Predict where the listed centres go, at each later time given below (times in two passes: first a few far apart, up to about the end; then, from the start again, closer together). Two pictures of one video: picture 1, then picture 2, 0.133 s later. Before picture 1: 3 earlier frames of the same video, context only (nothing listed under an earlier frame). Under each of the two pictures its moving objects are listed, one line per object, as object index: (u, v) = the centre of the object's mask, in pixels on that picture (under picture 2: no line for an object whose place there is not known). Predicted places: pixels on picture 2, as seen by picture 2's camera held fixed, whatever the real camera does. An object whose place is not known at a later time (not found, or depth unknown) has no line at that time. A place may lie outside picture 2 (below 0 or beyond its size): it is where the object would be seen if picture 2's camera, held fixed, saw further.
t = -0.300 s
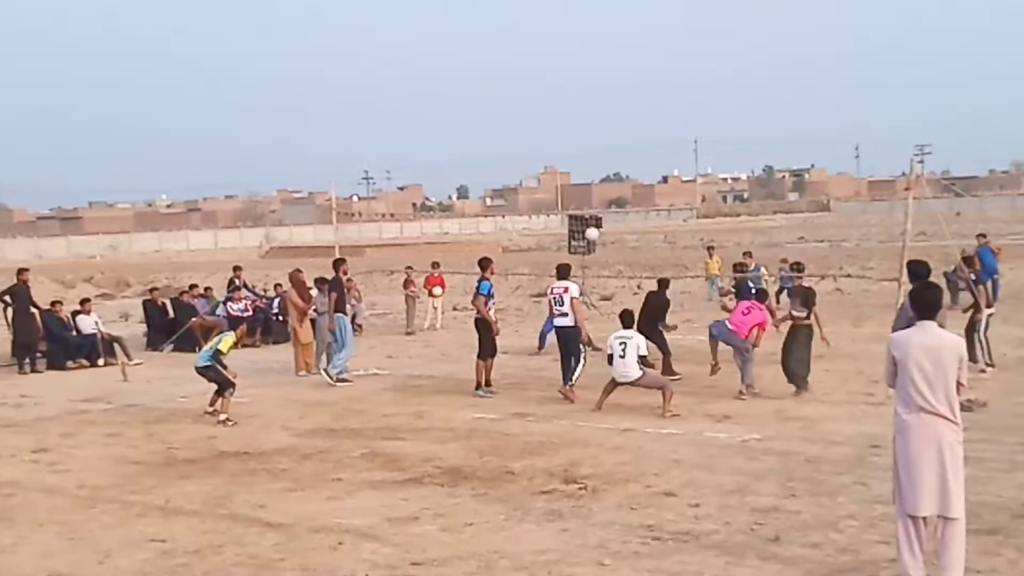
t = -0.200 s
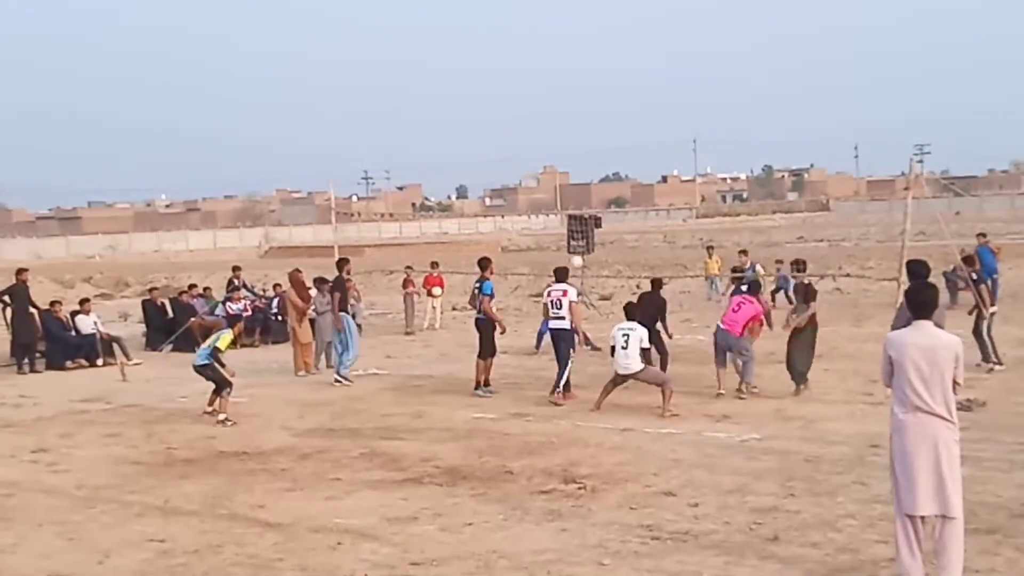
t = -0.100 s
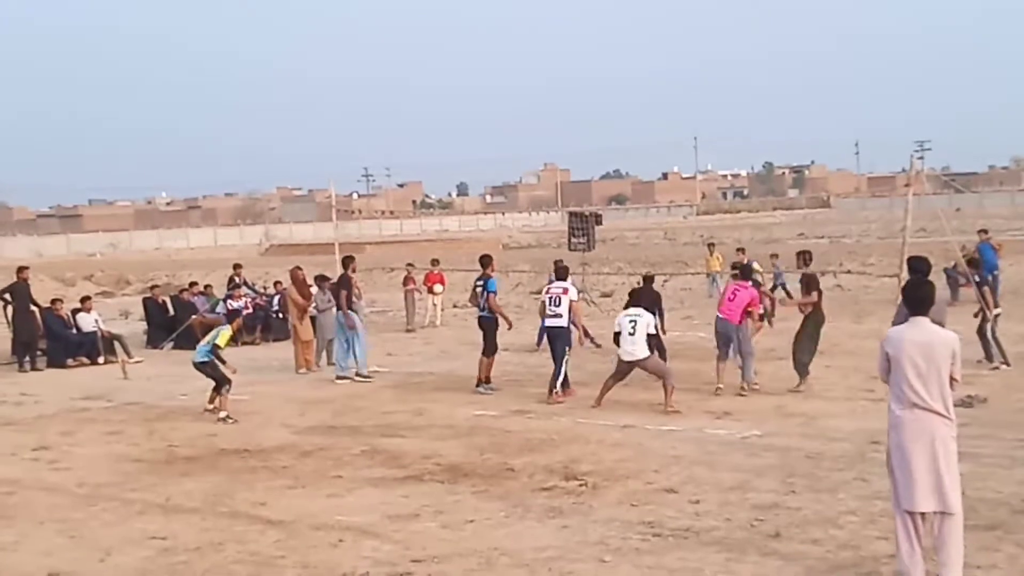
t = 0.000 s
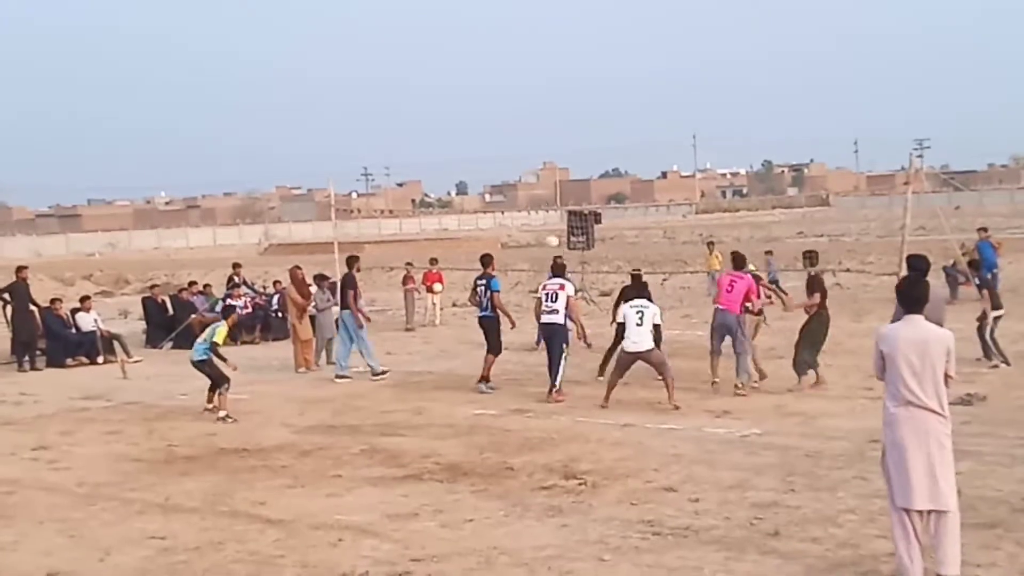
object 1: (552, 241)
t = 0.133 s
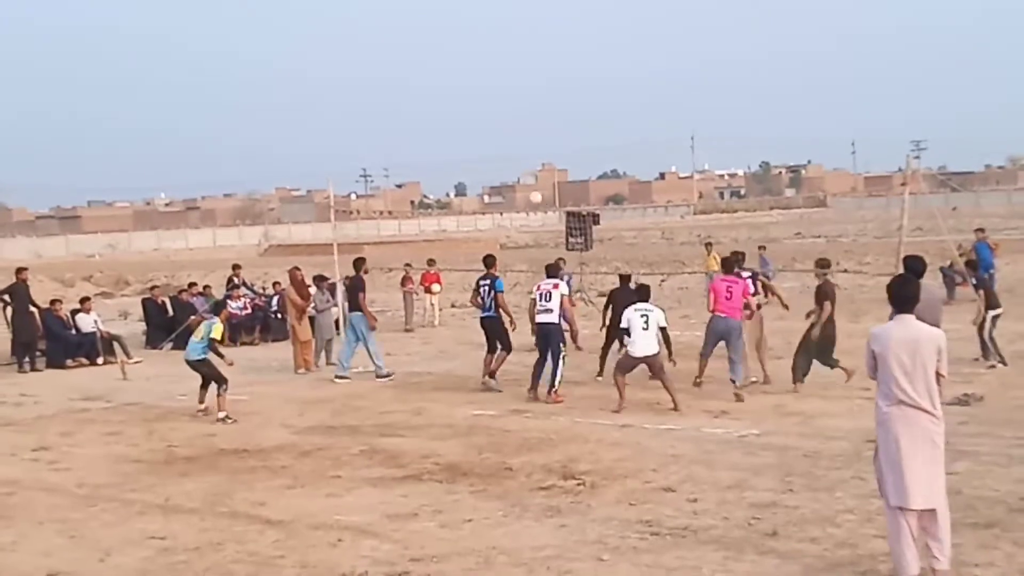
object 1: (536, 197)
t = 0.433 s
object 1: (499, 134)
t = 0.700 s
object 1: (468, 123)
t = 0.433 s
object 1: (499, 134)
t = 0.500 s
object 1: (492, 128)
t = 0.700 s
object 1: (468, 123)
